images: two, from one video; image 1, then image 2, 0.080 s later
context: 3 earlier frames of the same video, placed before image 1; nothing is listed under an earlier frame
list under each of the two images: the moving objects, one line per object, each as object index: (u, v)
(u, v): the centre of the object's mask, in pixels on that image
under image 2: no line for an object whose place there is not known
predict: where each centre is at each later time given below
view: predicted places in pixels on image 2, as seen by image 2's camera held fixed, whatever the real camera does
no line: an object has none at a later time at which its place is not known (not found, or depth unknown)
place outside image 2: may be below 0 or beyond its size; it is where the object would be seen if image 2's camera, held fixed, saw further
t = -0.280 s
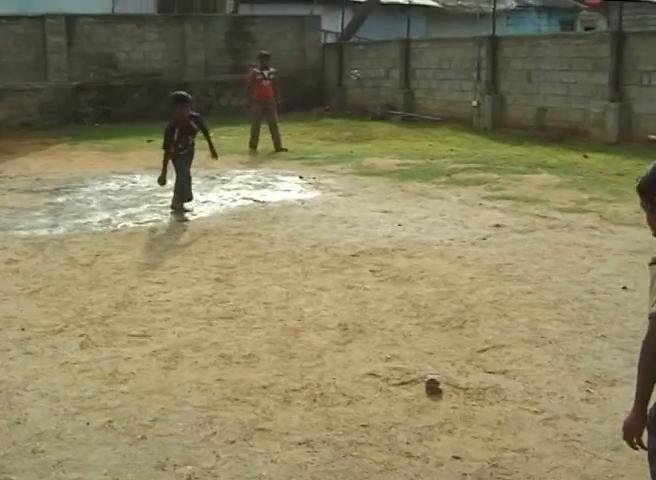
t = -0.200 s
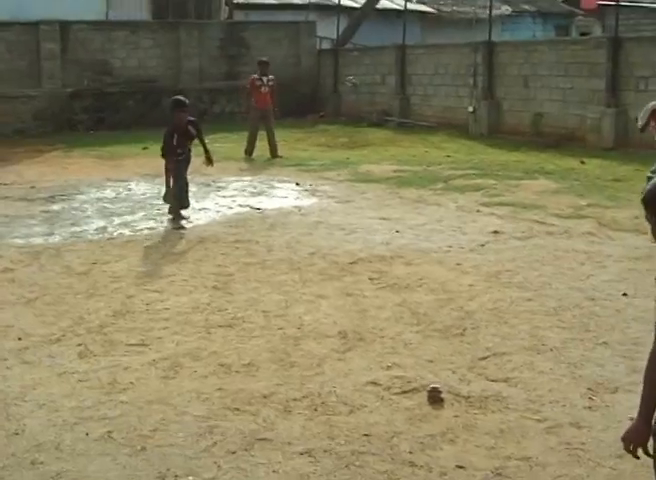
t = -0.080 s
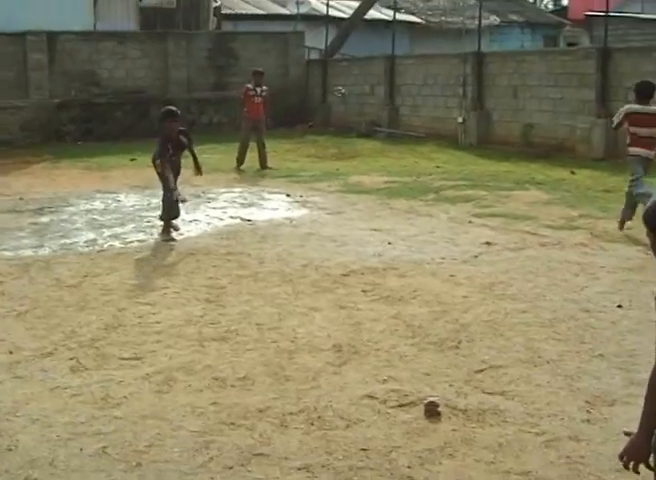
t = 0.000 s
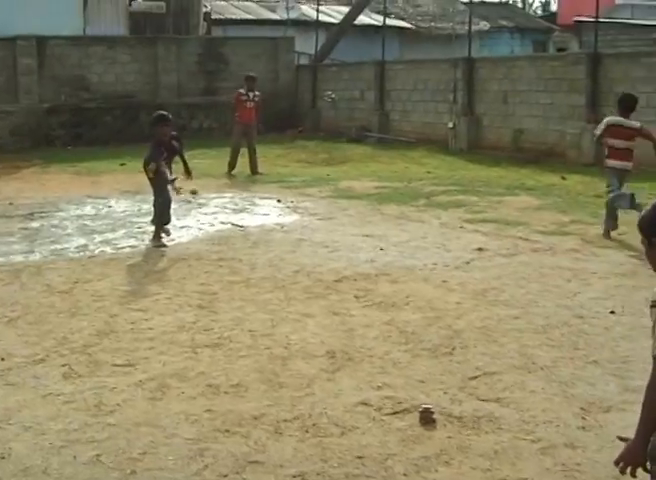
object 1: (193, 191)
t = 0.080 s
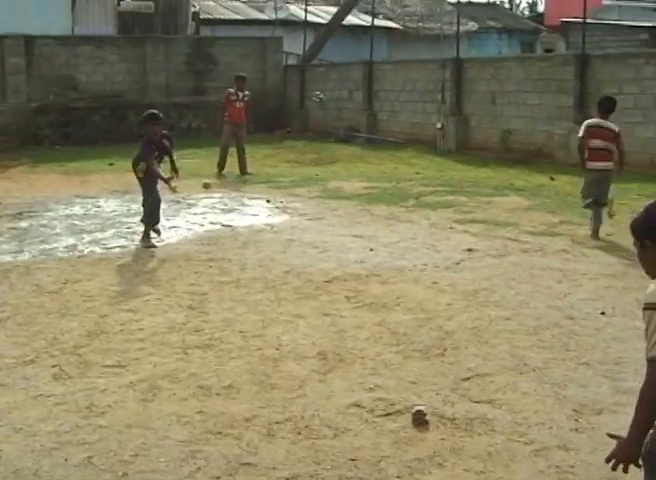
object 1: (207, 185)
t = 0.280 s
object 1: (284, 212)
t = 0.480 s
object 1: (406, 352)
